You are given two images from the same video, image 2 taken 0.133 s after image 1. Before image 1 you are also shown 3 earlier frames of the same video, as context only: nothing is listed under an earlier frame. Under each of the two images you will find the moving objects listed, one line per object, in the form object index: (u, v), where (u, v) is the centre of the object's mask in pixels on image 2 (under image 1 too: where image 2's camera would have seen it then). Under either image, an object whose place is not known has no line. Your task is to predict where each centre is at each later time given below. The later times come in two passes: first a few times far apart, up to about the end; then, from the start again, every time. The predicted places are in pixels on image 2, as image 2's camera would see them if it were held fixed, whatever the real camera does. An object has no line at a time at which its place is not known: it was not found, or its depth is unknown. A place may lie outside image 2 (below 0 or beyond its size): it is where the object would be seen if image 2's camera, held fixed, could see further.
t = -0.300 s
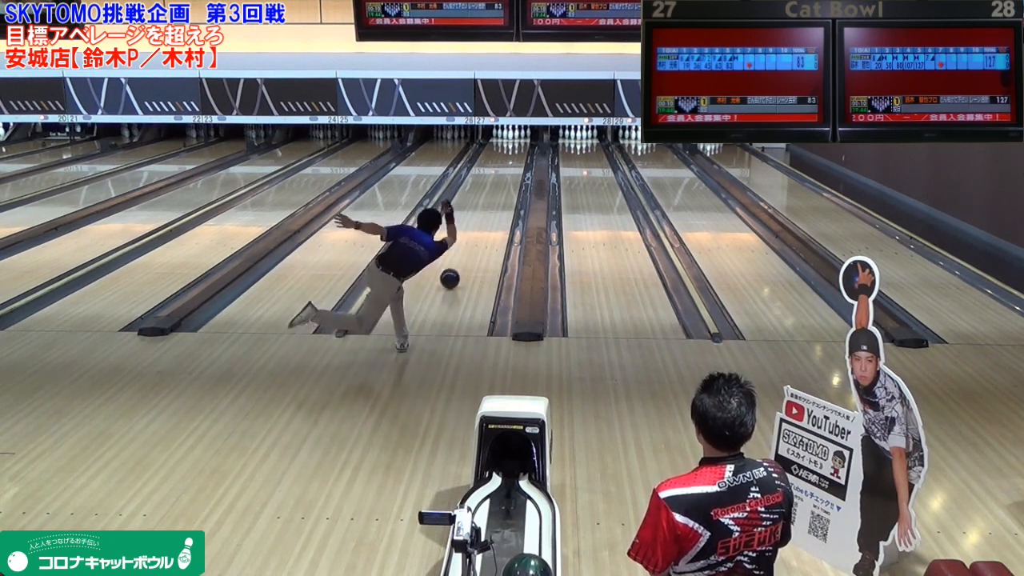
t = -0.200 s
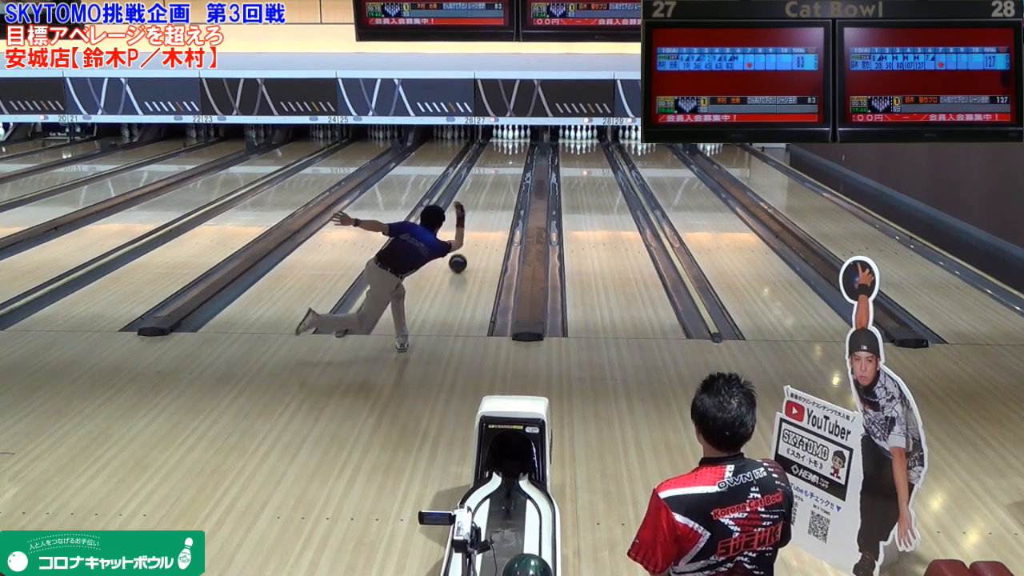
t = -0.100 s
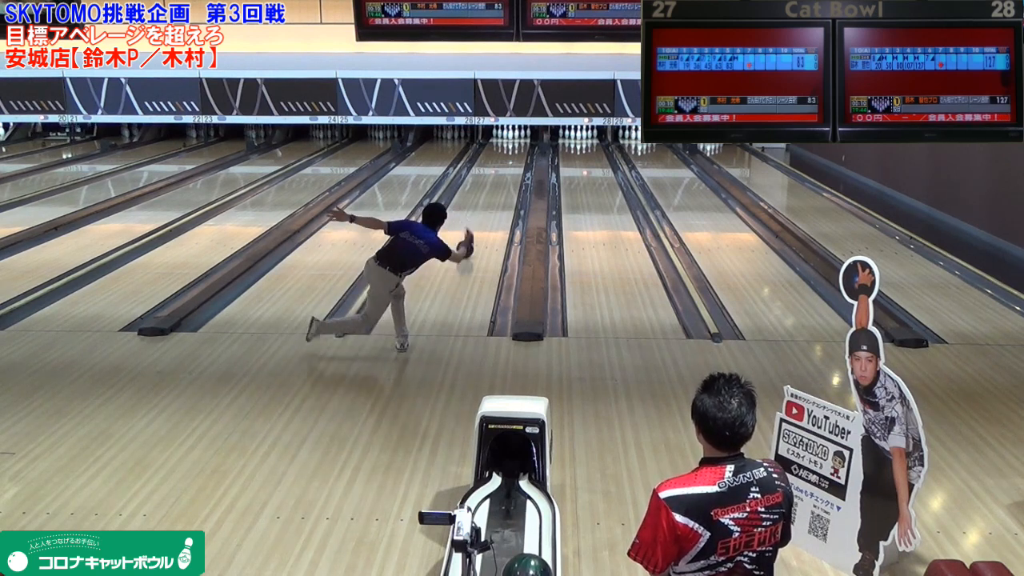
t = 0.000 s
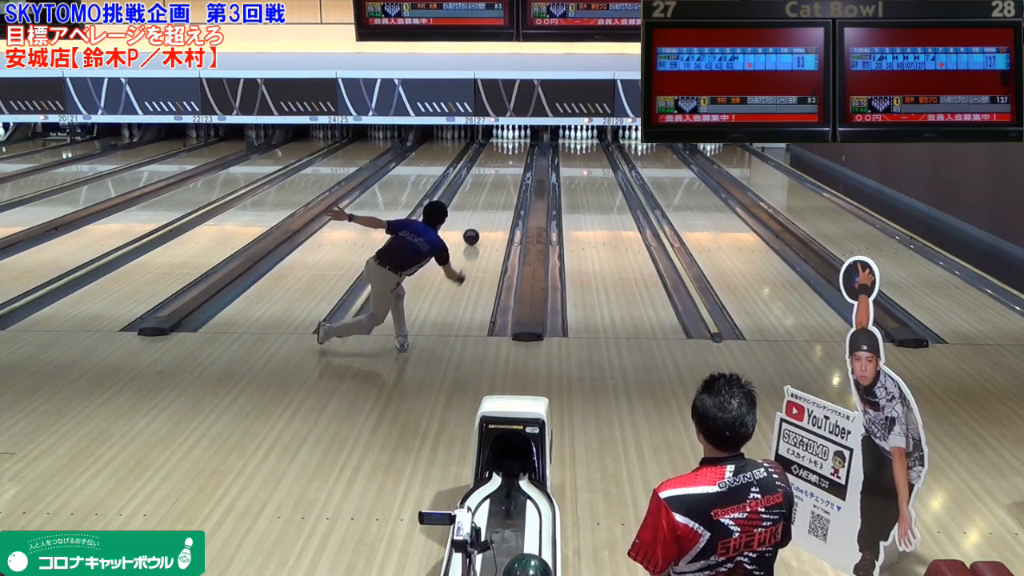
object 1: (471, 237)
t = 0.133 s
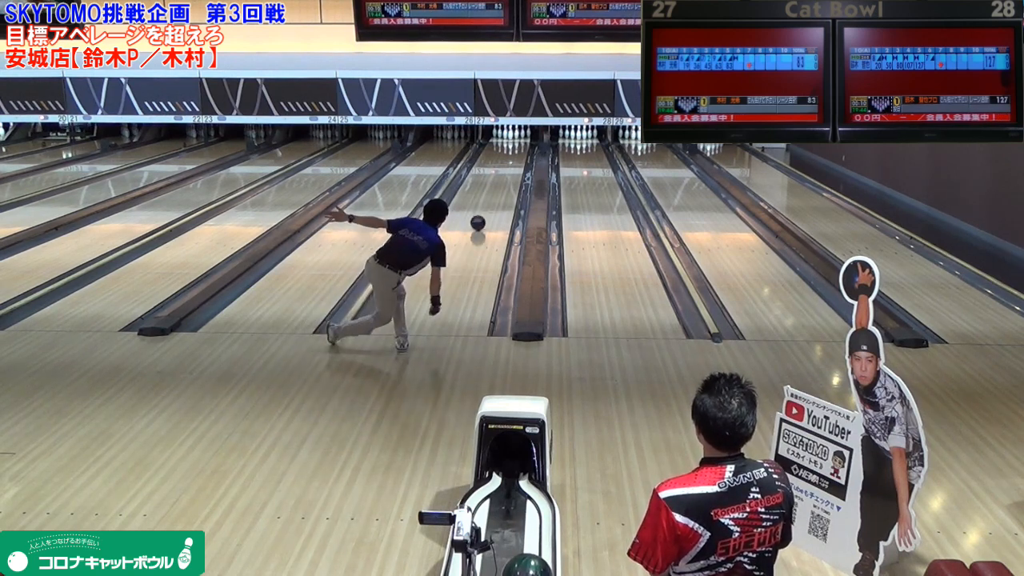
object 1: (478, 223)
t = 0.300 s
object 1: (485, 208)
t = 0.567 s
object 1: (493, 188)
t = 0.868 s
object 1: (500, 171)
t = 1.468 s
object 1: (509, 147)
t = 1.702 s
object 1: (510, 140)
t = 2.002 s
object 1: (511, 134)
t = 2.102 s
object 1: (510, 133)
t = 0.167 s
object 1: (479, 219)
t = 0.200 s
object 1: (481, 216)
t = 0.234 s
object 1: (482, 213)
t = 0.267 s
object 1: (483, 210)
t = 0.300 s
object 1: (485, 208)
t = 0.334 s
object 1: (486, 205)
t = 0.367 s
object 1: (487, 202)
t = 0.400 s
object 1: (488, 200)
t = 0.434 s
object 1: (490, 197)
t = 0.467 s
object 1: (490, 195)
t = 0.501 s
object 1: (491, 193)
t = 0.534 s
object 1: (492, 190)
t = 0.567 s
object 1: (493, 188)
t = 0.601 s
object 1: (494, 186)
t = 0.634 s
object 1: (495, 184)
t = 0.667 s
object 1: (496, 182)
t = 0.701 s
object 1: (497, 180)
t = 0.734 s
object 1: (497, 178)
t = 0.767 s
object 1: (498, 177)
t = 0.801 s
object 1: (499, 175)
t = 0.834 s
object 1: (500, 173)
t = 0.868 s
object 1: (500, 171)
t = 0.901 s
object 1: (501, 169)
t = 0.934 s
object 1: (502, 168)
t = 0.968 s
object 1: (502, 166)
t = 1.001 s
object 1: (503, 165)
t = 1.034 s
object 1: (503, 163)
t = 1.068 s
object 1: (504, 162)
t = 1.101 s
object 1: (505, 160)
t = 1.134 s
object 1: (505, 159)
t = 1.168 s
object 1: (505, 158)
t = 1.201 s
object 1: (506, 157)
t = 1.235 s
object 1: (506, 156)
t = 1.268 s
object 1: (507, 154)
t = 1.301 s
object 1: (507, 153)
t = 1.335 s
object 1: (507, 152)
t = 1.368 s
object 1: (507, 151)
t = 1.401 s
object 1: (508, 150)
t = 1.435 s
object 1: (508, 148)
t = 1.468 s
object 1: (509, 147)
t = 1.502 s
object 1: (509, 146)
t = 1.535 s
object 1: (509, 145)
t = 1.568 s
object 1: (510, 144)
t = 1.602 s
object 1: (509, 143)
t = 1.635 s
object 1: (510, 143)
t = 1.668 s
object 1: (510, 141)
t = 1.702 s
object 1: (510, 140)
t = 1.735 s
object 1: (510, 140)
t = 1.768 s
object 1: (510, 139)
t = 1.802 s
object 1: (510, 138)
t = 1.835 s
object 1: (510, 138)
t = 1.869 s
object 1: (510, 137)
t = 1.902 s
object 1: (510, 136)
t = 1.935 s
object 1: (510, 135)
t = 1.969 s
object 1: (510, 134)
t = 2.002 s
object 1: (511, 134)
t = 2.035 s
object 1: (510, 134)
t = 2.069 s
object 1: (510, 134)
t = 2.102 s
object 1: (510, 133)
